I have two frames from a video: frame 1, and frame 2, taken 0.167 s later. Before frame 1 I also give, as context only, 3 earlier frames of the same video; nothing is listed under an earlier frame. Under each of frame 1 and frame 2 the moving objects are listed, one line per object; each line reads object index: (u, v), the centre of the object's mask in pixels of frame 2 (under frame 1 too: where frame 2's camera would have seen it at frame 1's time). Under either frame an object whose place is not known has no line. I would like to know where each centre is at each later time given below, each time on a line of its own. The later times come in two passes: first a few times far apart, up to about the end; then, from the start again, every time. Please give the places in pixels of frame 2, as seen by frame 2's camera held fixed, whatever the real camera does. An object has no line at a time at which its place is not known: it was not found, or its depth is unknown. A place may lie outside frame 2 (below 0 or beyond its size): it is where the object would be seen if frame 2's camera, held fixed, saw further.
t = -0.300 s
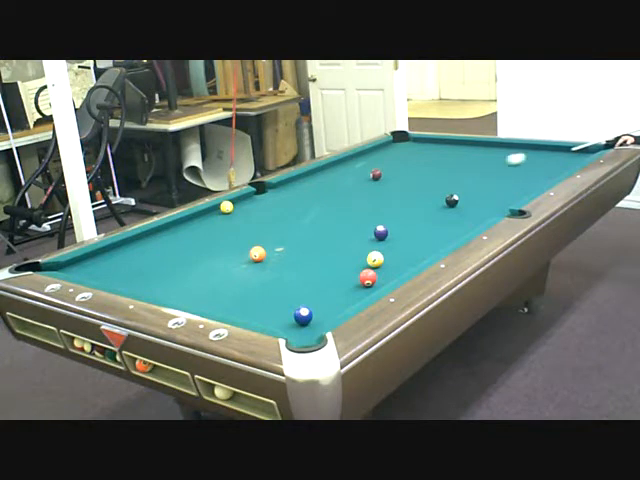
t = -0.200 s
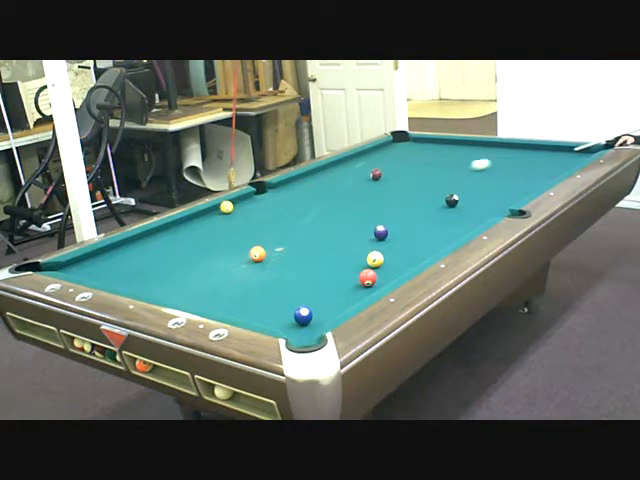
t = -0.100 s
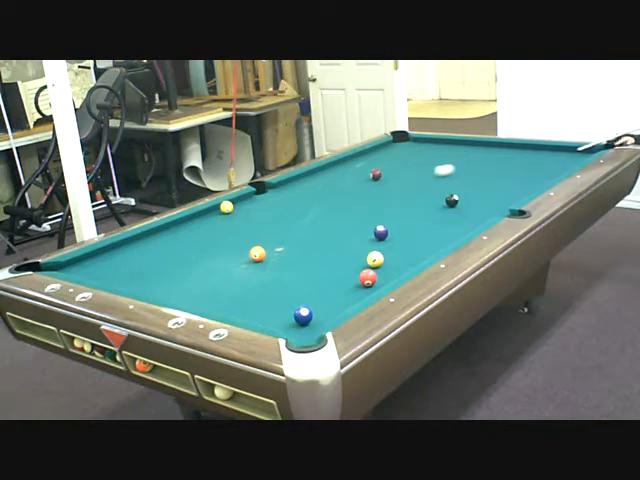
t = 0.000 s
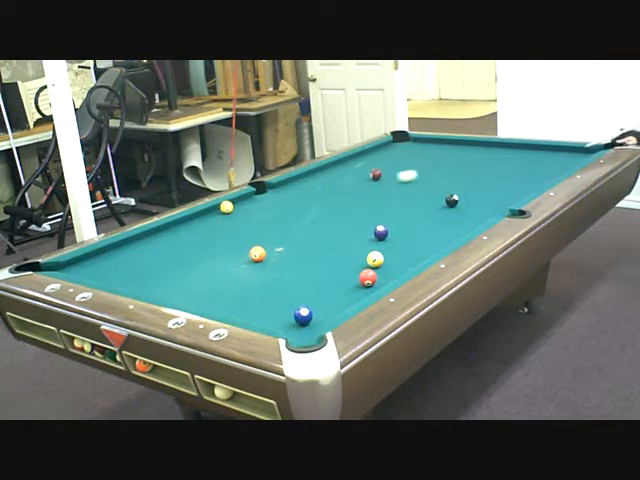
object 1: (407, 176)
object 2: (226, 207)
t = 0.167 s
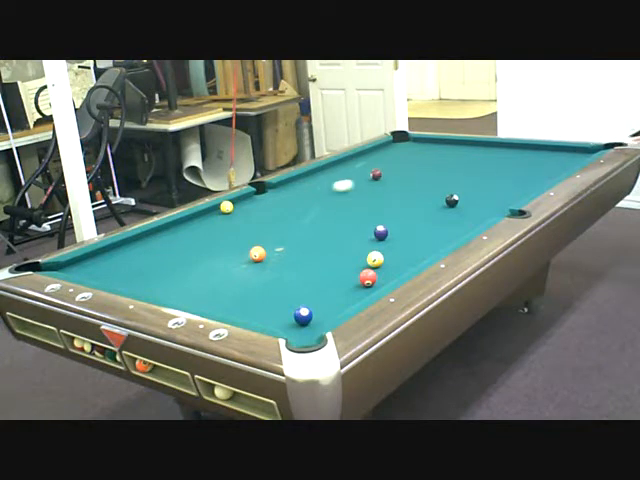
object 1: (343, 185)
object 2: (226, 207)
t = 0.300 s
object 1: (290, 193)
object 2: (226, 207)
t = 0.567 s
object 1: (235, 209)
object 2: (220, 212)
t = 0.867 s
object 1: (252, 224)
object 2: (206, 223)
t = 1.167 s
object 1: (273, 241)
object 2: (191, 235)
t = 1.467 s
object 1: (296, 262)
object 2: (176, 248)
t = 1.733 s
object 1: (320, 281)
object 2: (162, 259)
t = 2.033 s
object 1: (344, 304)
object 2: (146, 272)
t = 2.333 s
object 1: (307, 302)
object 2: (130, 284)
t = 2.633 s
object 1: (270, 303)
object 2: (144, 283)
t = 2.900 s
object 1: (242, 302)
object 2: (161, 278)
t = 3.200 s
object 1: (213, 300)
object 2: (179, 274)
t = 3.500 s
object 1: (186, 298)
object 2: (194, 269)
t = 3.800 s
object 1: (167, 295)
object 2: (207, 266)
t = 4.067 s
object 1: (160, 292)
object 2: (216, 264)
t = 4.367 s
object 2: (225, 261)
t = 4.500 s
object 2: (228, 260)
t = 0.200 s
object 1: (330, 187)
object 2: (226, 207)
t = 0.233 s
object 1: (316, 189)
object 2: (226, 207)
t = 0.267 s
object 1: (303, 191)
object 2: (226, 207)
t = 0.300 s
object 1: (290, 193)
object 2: (226, 207)
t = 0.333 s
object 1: (276, 196)
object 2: (226, 207)
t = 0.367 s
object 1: (263, 198)
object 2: (226, 207)
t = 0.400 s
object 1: (249, 200)
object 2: (226, 207)
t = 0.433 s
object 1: (238, 201)
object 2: (226, 207)
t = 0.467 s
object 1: (228, 201)
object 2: (226, 206)
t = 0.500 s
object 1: (230, 204)
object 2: (223, 210)
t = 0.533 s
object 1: (233, 206)
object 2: (221, 211)
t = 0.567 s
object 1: (235, 209)
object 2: (220, 212)
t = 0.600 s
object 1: (236, 210)
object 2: (218, 213)
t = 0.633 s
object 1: (238, 212)
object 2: (217, 214)
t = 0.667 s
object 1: (240, 214)
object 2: (215, 216)
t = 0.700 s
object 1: (242, 215)
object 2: (214, 217)
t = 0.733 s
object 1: (244, 217)
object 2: (212, 218)
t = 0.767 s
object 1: (246, 219)
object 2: (211, 219)
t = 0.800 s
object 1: (248, 220)
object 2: (209, 221)
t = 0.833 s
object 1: (250, 222)
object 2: (208, 222)
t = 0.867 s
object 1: (252, 224)
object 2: (206, 223)
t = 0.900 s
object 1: (255, 226)
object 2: (204, 224)
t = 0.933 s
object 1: (257, 228)
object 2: (202, 225)
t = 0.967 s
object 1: (259, 230)
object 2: (201, 227)
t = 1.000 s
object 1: (261, 231)
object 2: (199, 228)
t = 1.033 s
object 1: (264, 233)
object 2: (198, 230)
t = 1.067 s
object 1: (266, 235)
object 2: (196, 231)
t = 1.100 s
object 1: (268, 237)
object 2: (194, 232)
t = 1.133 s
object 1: (270, 239)
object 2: (193, 234)
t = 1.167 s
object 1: (273, 241)
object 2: (191, 235)
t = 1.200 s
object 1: (275, 243)
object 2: (189, 236)
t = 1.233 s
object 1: (278, 245)
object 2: (188, 238)
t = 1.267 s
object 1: (280, 248)
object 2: (186, 239)
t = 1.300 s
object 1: (283, 250)
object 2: (184, 241)
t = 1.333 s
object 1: (285, 252)
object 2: (183, 242)
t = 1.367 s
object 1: (288, 254)
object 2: (181, 243)
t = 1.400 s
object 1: (291, 257)
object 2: (179, 245)
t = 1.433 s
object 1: (294, 259)
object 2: (177, 246)
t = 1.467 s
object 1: (296, 262)
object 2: (176, 248)
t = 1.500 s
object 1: (299, 264)
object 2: (174, 249)
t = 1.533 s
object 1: (302, 266)
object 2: (172, 250)
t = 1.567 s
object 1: (305, 269)
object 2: (170, 251)
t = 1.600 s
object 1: (307, 271)
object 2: (169, 253)
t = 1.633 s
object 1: (310, 273)
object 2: (167, 254)
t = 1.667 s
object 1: (313, 276)
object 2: (165, 256)
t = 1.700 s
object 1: (316, 279)
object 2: (164, 257)
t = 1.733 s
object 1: (320, 281)
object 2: (162, 259)
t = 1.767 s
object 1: (323, 284)
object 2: (160, 260)
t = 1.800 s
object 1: (326, 287)
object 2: (158, 261)
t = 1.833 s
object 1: (329, 289)
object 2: (157, 263)
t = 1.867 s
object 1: (333, 292)
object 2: (155, 265)
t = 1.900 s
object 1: (336, 295)
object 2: (153, 266)
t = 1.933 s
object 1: (339, 298)
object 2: (151, 267)
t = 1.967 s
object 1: (342, 301)
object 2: (149, 269)
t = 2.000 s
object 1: (345, 303)
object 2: (148, 270)
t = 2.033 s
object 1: (344, 304)
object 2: (146, 272)
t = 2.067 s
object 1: (340, 305)
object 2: (144, 273)
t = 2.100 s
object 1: (335, 305)
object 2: (142, 275)
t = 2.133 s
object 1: (331, 305)
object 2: (141, 276)
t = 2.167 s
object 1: (327, 305)
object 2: (139, 278)
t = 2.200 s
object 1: (323, 305)
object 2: (137, 279)
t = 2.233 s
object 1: (318, 304)
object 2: (135, 281)
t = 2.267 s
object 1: (315, 304)
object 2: (133, 282)
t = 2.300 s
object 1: (311, 302)
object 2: (132, 283)
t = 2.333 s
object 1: (307, 302)
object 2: (130, 284)
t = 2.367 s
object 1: (302, 302)
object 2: (128, 285)
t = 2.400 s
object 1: (297, 302)
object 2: (127, 285)
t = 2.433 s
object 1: (293, 303)
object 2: (129, 285)
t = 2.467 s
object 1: (289, 303)
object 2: (132, 285)
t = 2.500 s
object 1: (286, 303)
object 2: (134, 285)
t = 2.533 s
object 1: (282, 303)
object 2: (137, 284)
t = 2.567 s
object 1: (278, 303)
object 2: (139, 284)
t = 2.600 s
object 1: (274, 303)
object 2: (141, 284)
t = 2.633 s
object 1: (270, 303)
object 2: (144, 283)
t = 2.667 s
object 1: (267, 302)
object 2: (146, 283)
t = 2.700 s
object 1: (263, 302)
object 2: (148, 282)
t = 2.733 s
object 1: (259, 302)
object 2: (150, 281)
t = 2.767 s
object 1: (256, 302)
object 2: (153, 281)
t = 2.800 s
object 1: (252, 302)
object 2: (155, 280)
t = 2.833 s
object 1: (249, 302)
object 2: (157, 279)
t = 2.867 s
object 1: (245, 302)
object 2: (159, 279)
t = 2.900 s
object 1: (242, 302)
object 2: (161, 278)
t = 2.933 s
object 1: (238, 301)
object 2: (163, 278)
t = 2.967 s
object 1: (235, 301)
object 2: (165, 277)
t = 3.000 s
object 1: (232, 301)
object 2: (167, 277)
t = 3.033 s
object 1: (228, 301)
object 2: (170, 276)
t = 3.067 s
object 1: (225, 301)
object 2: (171, 276)
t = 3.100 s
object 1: (222, 301)
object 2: (173, 275)
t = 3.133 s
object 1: (219, 301)
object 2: (175, 275)
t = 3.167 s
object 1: (216, 301)
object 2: (177, 274)
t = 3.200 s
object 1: (213, 300)
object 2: (179, 274)
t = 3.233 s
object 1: (209, 300)
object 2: (181, 273)
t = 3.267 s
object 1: (207, 300)
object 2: (183, 273)
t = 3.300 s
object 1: (204, 300)
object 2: (184, 272)
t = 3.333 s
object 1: (201, 300)
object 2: (186, 272)
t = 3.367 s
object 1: (198, 299)
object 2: (188, 271)
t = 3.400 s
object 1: (195, 299)
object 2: (189, 271)
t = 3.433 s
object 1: (192, 299)
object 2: (191, 270)
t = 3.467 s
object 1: (189, 298)
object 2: (193, 270)
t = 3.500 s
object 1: (186, 298)
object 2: (194, 269)
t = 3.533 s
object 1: (184, 298)
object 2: (196, 269)
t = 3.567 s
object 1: (181, 297)
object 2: (197, 269)
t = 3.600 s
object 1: (178, 297)
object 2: (199, 268)
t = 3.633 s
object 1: (176, 297)
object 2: (200, 268)
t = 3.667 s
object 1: (173, 296)
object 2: (202, 267)
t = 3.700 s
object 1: (171, 296)
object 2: (203, 267)
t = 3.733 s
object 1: (169, 296)
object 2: (205, 267)
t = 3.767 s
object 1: (168, 295)
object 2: (206, 266)
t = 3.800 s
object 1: (167, 295)
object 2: (207, 266)
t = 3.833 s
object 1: (166, 295)
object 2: (208, 266)
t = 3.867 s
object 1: (165, 294)
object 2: (210, 265)
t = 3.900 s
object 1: (164, 294)
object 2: (211, 265)
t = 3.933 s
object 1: (163, 293)
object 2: (212, 265)
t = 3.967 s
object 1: (163, 293)
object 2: (213, 264)
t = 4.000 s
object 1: (162, 293)
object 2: (214, 264)
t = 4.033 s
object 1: (161, 292)
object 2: (215, 264)
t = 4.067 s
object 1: (160, 292)
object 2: (216, 264)
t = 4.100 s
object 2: (218, 263)
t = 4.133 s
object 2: (218, 263)
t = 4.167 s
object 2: (220, 263)
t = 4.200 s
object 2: (220, 263)
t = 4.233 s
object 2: (221, 262)
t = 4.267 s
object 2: (222, 262)
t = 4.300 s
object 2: (223, 262)
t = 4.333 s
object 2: (224, 262)
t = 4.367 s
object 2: (225, 261)
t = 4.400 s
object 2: (226, 261)
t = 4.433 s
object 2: (226, 261)
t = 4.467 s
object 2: (227, 260)
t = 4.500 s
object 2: (228, 260)
